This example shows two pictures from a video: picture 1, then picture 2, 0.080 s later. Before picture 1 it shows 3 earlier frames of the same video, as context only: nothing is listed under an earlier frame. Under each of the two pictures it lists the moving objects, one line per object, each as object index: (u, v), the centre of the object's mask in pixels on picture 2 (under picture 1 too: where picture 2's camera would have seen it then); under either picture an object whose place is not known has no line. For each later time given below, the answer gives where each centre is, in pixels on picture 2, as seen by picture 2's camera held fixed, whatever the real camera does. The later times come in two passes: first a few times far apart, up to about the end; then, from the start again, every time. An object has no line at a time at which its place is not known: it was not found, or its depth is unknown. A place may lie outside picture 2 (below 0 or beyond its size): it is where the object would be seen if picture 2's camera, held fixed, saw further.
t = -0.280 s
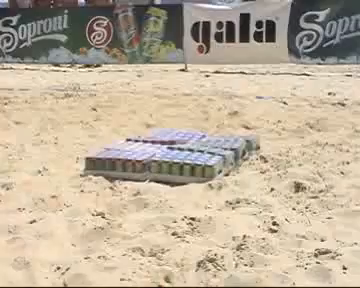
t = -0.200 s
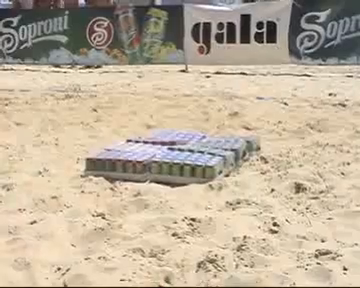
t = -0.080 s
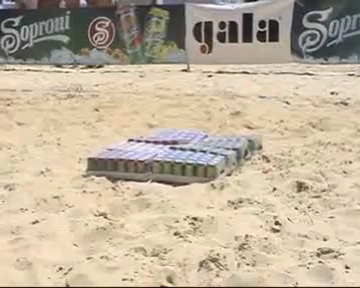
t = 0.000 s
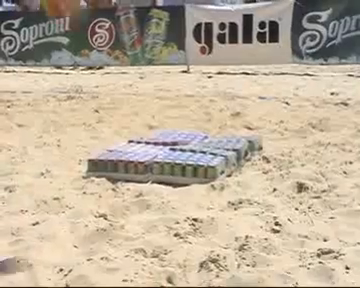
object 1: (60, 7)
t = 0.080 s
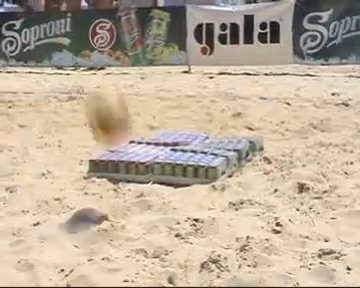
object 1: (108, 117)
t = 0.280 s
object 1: (175, 116)
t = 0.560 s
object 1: (229, 119)
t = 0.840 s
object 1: (256, 115)
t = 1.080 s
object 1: (276, 102)
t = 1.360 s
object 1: (293, 96)
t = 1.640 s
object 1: (305, 87)
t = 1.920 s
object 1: (313, 85)
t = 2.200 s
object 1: (314, 82)
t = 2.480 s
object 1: (315, 80)
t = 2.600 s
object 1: (315, 79)
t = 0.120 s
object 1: (129, 177)
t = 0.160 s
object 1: (143, 163)
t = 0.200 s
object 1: (154, 143)
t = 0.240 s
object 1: (165, 128)
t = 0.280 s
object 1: (175, 116)
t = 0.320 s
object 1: (185, 108)
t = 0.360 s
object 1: (193, 103)
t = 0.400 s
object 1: (202, 102)
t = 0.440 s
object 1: (209, 104)
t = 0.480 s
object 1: (216, 107)
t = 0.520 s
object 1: (223, 111)
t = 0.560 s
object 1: (229, 119)
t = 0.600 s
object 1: (233, 126)
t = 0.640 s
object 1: (239, 124)
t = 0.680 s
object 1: (242, 122)
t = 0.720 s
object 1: (245, 120)
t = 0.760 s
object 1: (249, 119)
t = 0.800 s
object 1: (252, 116)
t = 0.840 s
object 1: (256, 115)
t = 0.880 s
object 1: (260, 110)
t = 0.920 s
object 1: (263, 108)
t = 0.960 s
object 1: (266, 107)
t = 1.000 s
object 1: (269, 106)
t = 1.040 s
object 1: (272, 104)
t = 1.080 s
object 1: (276, 102)
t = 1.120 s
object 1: (279, 100)
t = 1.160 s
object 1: (282, 101)
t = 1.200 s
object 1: (284, 100)
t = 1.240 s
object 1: (286, 98)
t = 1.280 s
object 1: (289, 97)
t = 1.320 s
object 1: (291, 97)
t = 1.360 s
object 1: (293, 96)
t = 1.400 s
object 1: (294, 94)
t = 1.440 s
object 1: (297, 93)
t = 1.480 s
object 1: (299, 91)
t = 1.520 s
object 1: (300, 90)
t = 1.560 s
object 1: (302, 89)
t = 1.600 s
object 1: (304, 87)
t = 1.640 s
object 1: (305, 87)
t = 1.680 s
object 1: (307, 86)
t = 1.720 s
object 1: (308, 86)
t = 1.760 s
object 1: (309, 85)
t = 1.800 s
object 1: (310, 84)
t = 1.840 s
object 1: (312, 84)
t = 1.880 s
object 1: (313, 85)
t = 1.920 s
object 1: (313, 85)
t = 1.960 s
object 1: (314, 84)
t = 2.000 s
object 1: (314, 83)
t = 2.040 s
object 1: (314, 84)
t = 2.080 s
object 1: (314, 83)
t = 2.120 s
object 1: (314, 83)
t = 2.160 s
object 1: (315, 82)
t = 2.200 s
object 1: (314, 82)
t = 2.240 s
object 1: (314, 82)
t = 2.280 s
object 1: (314, 82)
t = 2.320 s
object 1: (314, 81)
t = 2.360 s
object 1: (314, 81)
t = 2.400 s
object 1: (314, 81)
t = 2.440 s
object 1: (314, 81)
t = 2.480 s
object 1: (315, 80)
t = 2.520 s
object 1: (315, 80)
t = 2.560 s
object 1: (315, 79)
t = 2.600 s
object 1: (315, 79)
